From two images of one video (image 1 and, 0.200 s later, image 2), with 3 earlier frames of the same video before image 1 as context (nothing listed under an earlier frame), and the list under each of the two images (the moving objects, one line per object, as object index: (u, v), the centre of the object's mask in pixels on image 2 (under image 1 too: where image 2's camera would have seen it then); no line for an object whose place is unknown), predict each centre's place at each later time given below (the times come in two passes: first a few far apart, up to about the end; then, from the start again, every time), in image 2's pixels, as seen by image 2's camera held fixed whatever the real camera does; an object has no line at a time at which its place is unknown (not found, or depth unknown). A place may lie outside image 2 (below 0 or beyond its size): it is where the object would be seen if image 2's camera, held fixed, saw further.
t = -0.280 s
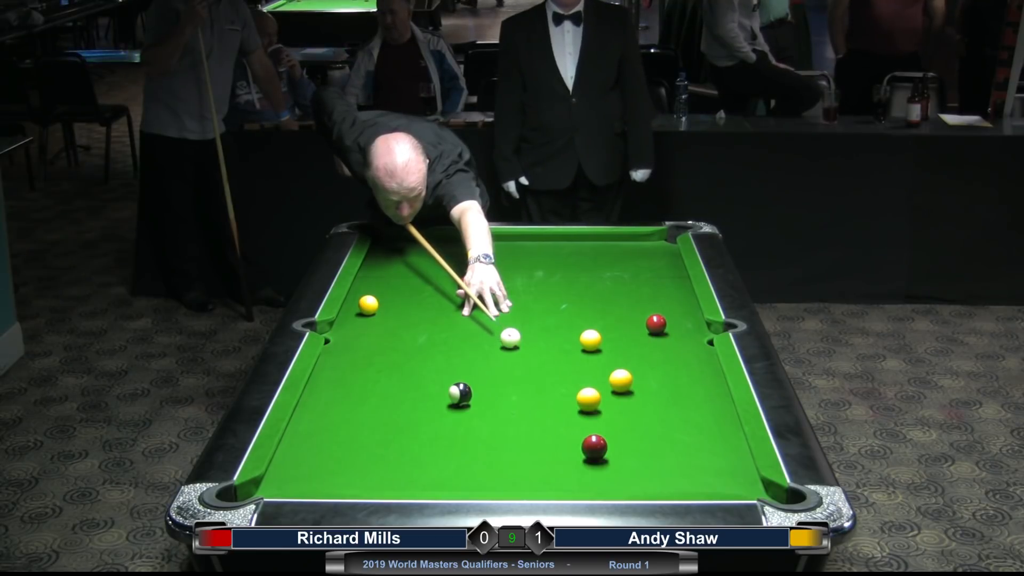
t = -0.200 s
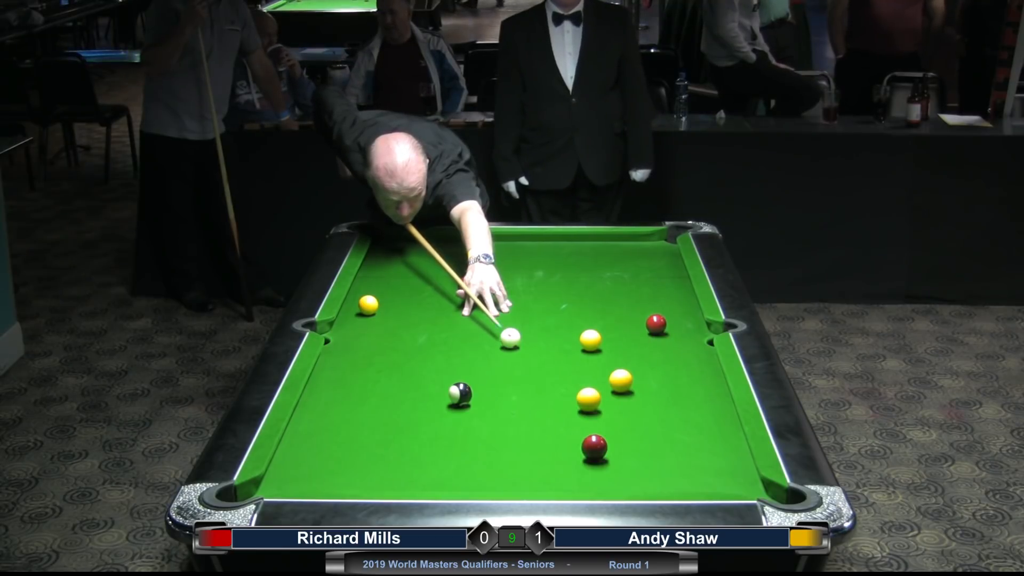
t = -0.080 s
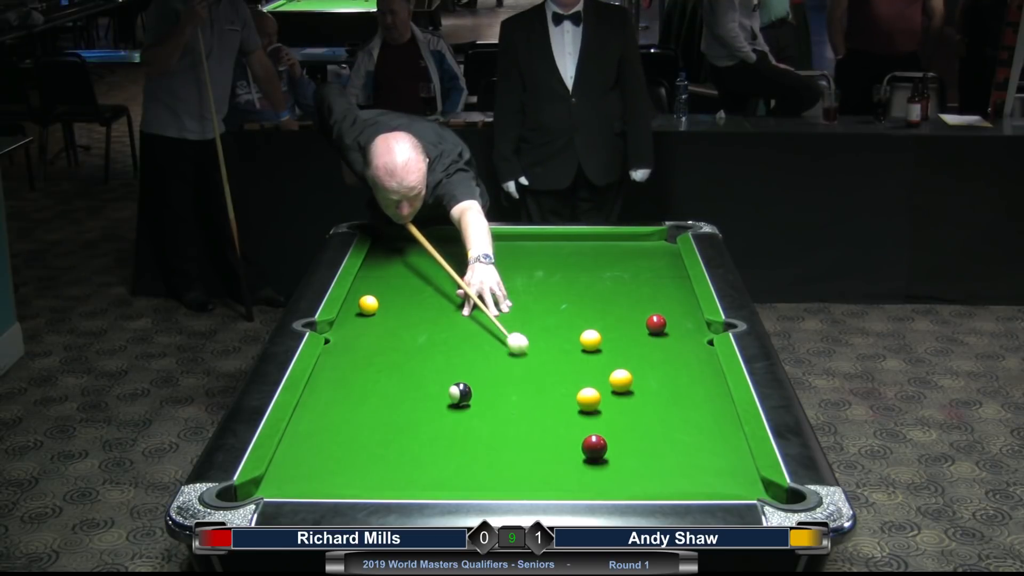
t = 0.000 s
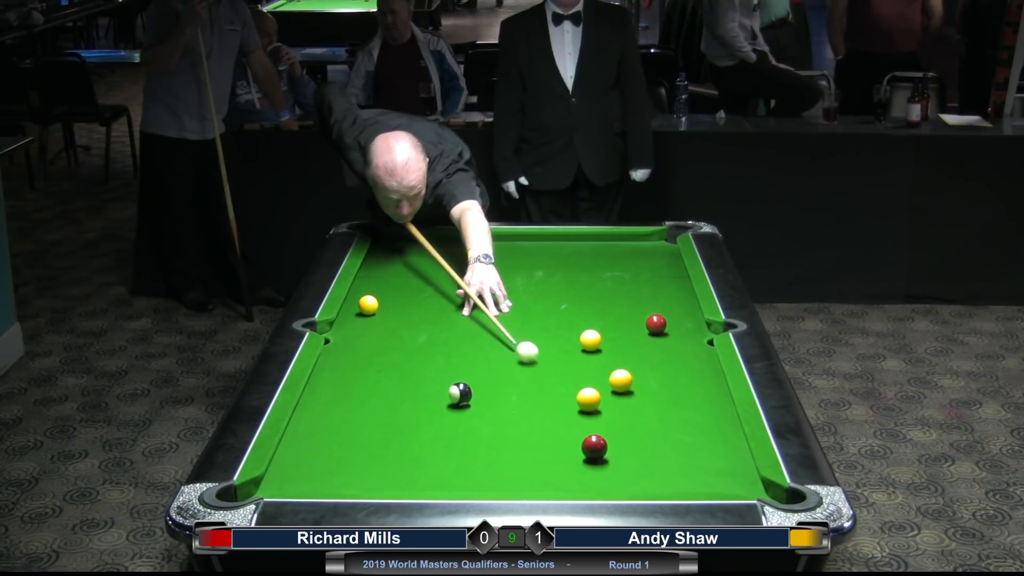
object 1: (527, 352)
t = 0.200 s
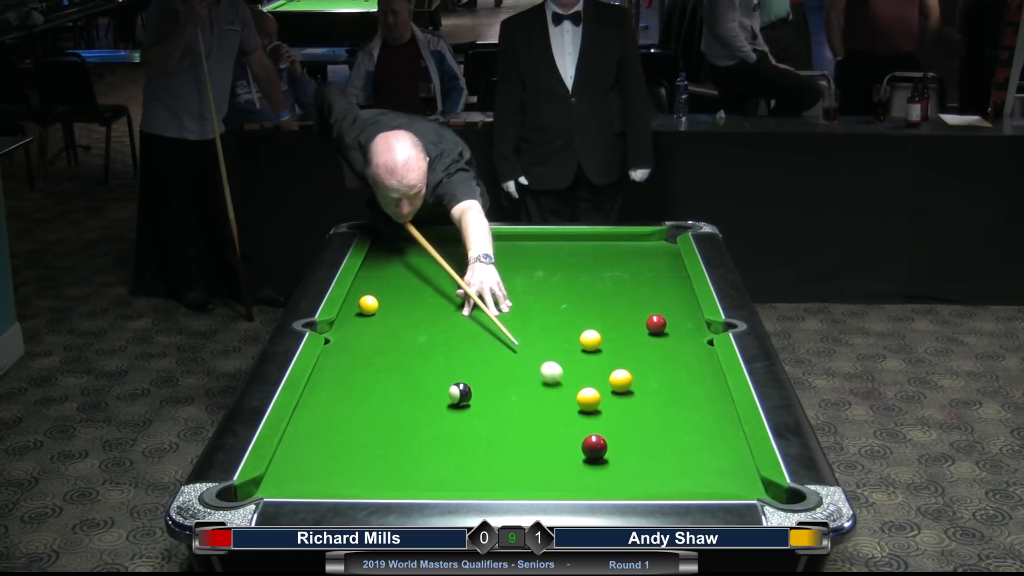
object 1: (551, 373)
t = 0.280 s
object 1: (561, 381)
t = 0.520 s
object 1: (571, 396)
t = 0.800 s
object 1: (567, 401)
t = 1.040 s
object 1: (564, 406)
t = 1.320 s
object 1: (561, 409)
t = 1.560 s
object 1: (560, 412)
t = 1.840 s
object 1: (559, 413)
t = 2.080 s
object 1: (559, 414)
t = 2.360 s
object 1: (559, 413)
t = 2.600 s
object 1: (559, 413)
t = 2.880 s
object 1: (559, 413)
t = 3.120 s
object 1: (559, 414)
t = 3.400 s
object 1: (559, 413)
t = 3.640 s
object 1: (559, 414)
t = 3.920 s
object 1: (559, 414)
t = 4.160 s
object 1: (559, 413)
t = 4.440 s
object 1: (559, 413)
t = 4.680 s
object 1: (559, 413)
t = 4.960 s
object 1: (559, 414)
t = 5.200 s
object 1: (559, 413)
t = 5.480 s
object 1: (559, 413)
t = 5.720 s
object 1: (559, 413)
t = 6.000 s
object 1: (559, 414)
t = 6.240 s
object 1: (559, 414)
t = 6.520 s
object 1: (559, 414)
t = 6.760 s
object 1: (559, 414)
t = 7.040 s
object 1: (559, 414)
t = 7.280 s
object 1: (559, 413)
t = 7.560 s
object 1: (559, 413)
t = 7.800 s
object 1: (559, 414)
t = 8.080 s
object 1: (559, 413)
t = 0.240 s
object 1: (556, 377)
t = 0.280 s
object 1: (561, 381)
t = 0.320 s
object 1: (566, 385)
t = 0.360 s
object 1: (570, 389)
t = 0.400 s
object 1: (572, 392)
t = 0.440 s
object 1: (573, 394)
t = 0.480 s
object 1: (572, 395)
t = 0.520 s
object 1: (571, 396)
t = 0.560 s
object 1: (570, 396)
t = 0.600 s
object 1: (569, 397)
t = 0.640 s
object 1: (569, 398)
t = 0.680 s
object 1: (568, 399)
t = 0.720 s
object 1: (568, 400)
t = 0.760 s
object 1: (567, 401)
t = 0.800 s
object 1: (567, 401)
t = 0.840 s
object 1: (566, 402)
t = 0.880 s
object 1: (566, 403)
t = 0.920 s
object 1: (565, 404)
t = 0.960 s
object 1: (565, 404)
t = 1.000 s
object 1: (564, 405)
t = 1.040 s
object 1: (564, 406)
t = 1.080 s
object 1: (563, 406)
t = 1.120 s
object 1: (563, 407)
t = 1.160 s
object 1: (562, 408)
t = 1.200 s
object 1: (562, 408)
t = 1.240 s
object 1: (562, 408)
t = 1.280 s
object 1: (562, 409)
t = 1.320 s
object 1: (561, 409)
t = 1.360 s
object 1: (561, 410)
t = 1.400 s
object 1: (561, 410)
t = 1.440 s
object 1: (560, 411)
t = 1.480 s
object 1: (560, 411)
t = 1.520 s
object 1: (560, 411)
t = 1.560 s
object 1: (560, 412)
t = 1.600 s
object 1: (560, 412)
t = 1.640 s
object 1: (560, 412)
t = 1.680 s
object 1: (560, 412)
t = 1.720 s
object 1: (560, 413)
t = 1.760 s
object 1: (559, 413)
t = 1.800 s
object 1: (559, 413)
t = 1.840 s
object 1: (559, 413)
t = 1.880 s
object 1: (559, 413)
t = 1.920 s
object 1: (559, 413)
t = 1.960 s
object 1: (559, 414)
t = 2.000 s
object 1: (559, 414)
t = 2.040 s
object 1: (559, 413)
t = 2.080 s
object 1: (559, 414)
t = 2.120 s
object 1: (559, 414)
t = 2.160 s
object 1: (559, 414)
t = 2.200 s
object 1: (559, 414)
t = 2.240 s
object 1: (559, 413)
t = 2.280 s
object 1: (559, 413)
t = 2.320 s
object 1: (559, 413)
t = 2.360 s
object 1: (559, 413)
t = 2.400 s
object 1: (559, 413)
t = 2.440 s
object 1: (559, 413)
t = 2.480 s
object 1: (559, 413)
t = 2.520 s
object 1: (559, 413)
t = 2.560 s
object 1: (559, 413)
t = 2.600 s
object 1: (559, 413)
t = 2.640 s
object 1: (559, 413)
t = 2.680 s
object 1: (559, 413)
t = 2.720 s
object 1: (559, 413)
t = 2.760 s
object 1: (559, 413)
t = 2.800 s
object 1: (559, 413)
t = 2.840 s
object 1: (559, 413)
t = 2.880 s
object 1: (559, 413)
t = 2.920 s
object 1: (559, 414)
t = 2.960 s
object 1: (559, 414)
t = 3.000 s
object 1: (559, 414)
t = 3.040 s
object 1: (559, 414)
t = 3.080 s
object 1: (559, 414)
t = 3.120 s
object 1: (559, 414)
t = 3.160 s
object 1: (559, 414)
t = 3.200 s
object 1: (559, 414)
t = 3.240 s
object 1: (559, 413)
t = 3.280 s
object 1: (559, 413)
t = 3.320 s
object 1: (559, 413)
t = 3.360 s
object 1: (559, 413)
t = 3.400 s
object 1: (559, 413)
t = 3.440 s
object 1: (559, 413)
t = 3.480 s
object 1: (559, 413)
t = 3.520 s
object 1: (559, 413)
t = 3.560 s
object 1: (559, 413)
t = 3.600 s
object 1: (559, 413)
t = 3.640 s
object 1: (559, 414)
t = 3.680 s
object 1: (559, 414)
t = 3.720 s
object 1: (559, 414)
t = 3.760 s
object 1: (559, 414)
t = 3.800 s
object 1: (559, 414)
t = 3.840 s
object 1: (559, 413)
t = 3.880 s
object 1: (559, 414)
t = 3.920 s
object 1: (559, 414)
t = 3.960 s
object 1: (559, 414)
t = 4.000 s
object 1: (559, 414)
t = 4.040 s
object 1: (559, 414)
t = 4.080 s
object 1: (559, 414)
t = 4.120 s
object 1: (559, 414)
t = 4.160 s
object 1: (559, 413)
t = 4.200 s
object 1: (559, 413)
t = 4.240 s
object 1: (559, 413)
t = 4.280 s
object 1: (559, 413)
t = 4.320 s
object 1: (559, 413)
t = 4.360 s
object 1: (559, 413)
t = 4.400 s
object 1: (559, 413)
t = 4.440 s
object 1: (559, 413)
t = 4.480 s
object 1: (559, 413)
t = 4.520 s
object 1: (559, 413)
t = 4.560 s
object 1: (559, 414)
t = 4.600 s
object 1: (559, 414)
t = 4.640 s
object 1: (559, 414)
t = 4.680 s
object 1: (559, 413)
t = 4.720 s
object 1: (559, 413)
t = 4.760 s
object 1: (559, 413)
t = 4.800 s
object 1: (559, 414)
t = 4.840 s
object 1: (559, 414)
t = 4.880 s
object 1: (559, 414)
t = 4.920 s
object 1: (559, 414)
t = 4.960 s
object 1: (559, 414)
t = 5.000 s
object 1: (559, 414)
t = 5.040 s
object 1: (559, 414)
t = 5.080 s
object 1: (559, 413)
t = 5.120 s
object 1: (559, 413)
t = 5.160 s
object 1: (559, 414)
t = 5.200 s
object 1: (559, 413)
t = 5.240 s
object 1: (559, 414)
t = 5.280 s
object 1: (559, 414)
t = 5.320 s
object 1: (559, 413)
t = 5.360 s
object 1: (559, 413)
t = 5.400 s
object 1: (559, 414)
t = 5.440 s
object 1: (559, 413)
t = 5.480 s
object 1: (559, 413)
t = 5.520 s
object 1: (559, 413)
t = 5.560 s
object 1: (559, 413)
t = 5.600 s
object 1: (559, 413)
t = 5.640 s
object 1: (559, 413)
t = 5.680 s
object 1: (559, 413)
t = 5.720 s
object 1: (559, 413)
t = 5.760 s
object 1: (559, 413)
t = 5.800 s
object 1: (559, 413)
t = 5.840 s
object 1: (559, 414)
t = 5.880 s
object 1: (559, 413)
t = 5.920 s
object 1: (559, 413)
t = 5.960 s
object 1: (559, 414)
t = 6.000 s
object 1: (559, 414)
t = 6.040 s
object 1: (559, 414)
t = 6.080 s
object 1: (559, 414)
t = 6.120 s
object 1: (559, 414)
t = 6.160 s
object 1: (559, 413)
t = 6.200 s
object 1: (559, 414)
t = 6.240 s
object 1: (559, 414)
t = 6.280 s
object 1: (559, 414)
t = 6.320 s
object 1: (559, 414)
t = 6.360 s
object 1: (559, 414)
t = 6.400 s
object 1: (559, 413)
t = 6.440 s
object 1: (559, 413)
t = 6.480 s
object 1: (559, 413)
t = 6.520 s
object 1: (559, 414)
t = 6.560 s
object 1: (559, 414)
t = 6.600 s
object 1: (559, 413)
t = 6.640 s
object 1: (559, 414)
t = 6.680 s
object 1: (559, 414)
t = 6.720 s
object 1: (559, 413)
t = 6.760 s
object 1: (559, 414)
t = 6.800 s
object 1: (559, 413)
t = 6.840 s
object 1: (559, 414)
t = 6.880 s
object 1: (559, 413)
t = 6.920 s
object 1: (559, 413)
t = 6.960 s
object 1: (559, 413)
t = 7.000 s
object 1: (559, 414)
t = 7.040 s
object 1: (559, 414)
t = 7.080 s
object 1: (559, 413)
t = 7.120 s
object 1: (559, 413)
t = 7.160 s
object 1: (559, 413)
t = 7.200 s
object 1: (559, 413)
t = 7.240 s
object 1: (559, 414)
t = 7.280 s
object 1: (559, 413)
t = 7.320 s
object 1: (559, 413)
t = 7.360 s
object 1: (559, 413)
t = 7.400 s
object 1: (559, 413)
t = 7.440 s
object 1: (559, 414)
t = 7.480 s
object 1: (559, 413)
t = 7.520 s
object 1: (559, 413)
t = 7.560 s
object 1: (559, 413)
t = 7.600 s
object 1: (559, 413)
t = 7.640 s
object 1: (559, 414)
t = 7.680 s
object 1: (559, 414)
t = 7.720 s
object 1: (559, 414)
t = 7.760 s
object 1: (559, 414)
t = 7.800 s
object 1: (559, 414)
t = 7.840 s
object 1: (559, 414)
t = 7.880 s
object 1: (559, 414)
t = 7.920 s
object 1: (559, 414)
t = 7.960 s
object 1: (559, 414)
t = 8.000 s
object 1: (559, 414)
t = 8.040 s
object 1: (559, 413)
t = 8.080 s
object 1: (559, 413)
